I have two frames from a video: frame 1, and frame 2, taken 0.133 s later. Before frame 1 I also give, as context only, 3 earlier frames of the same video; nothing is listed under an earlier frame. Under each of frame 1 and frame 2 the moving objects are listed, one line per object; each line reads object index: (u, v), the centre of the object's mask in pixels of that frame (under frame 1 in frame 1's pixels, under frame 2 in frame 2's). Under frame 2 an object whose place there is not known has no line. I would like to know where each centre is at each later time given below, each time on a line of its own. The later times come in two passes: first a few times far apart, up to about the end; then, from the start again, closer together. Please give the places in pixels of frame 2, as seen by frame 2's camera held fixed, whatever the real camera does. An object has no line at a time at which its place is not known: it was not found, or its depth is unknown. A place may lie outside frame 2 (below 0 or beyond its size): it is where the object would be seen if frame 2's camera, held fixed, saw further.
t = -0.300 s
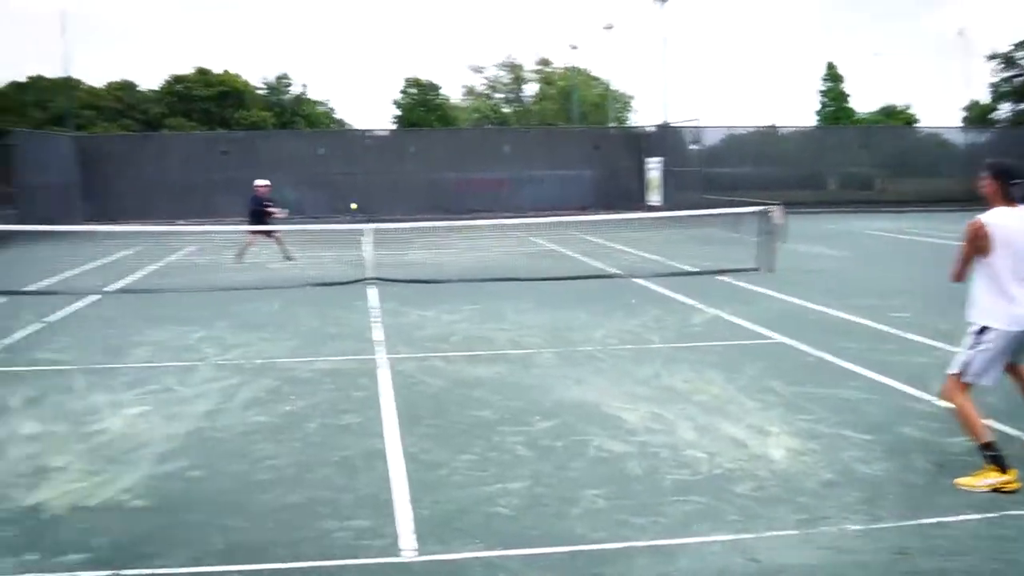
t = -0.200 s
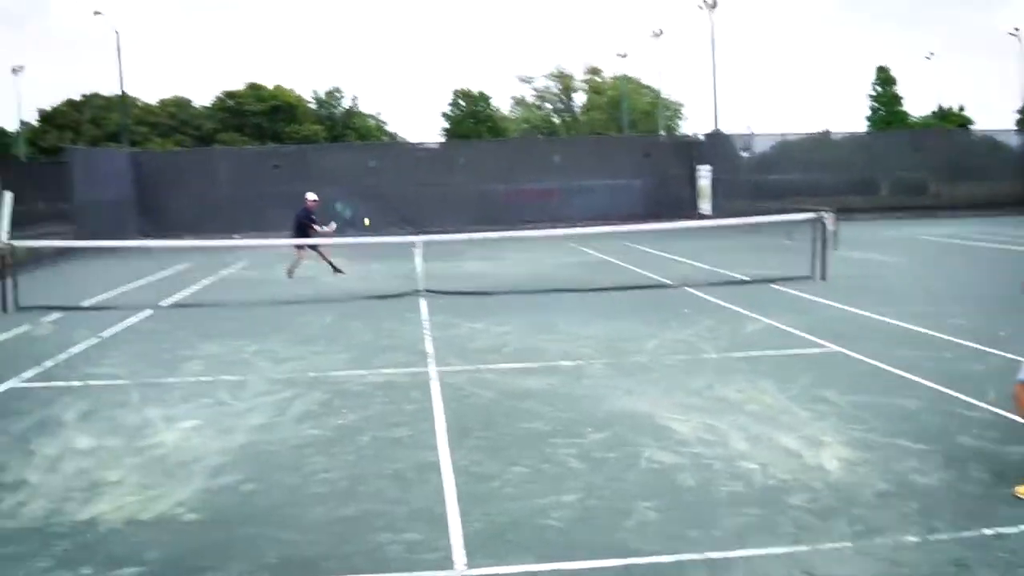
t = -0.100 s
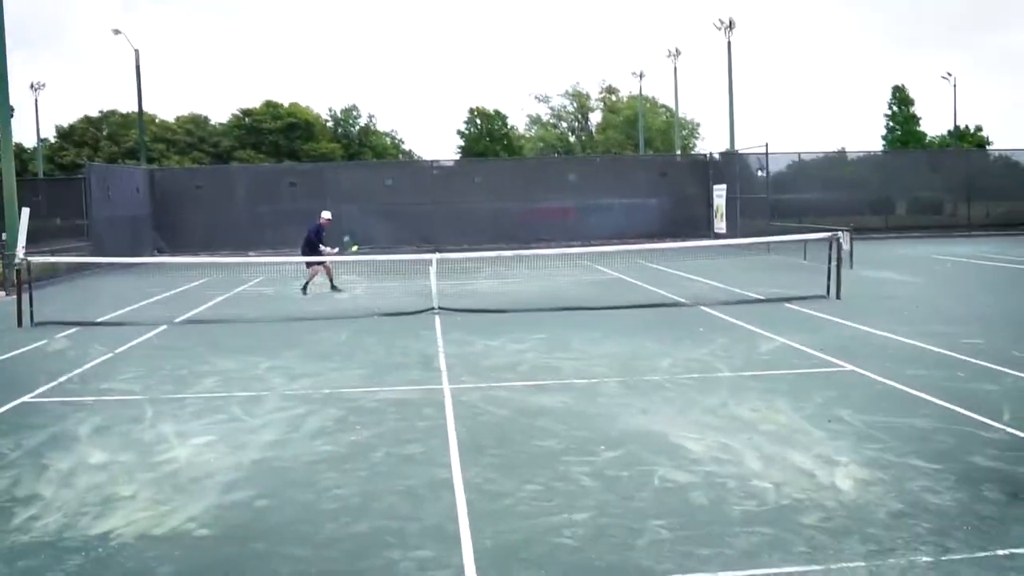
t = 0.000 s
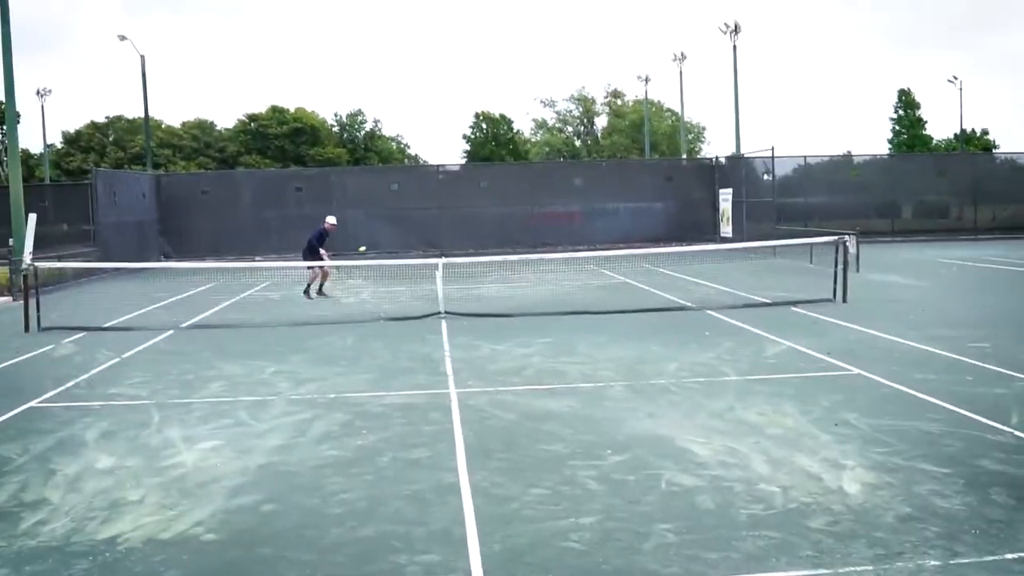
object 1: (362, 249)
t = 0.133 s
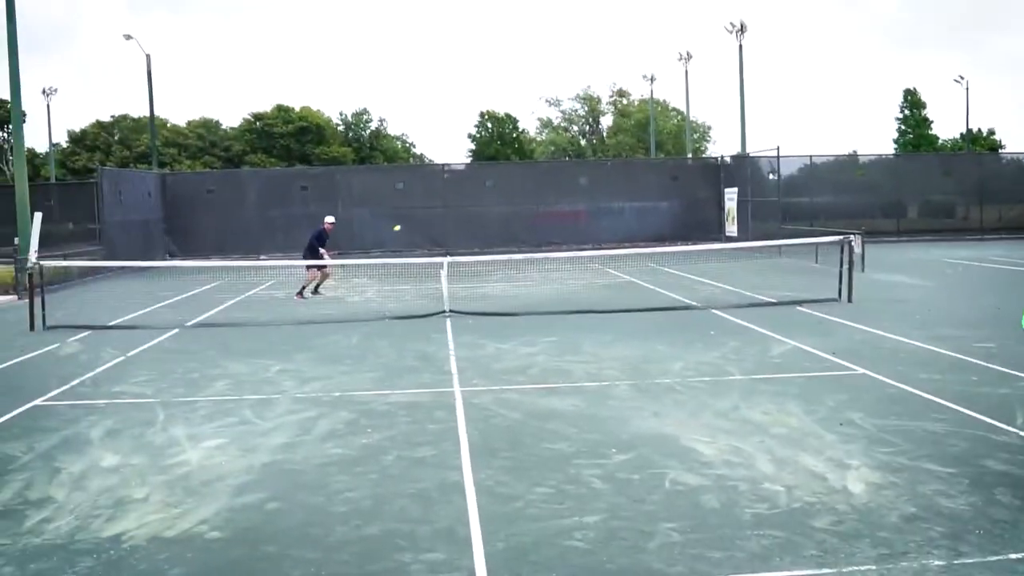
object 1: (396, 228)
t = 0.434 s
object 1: (492, 210)
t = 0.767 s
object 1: (670, 273)
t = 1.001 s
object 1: (922, 450)
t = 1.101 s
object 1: (1019, 458)
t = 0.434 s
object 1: (492, 210)
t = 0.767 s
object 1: (670, 273)
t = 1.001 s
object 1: (922, 450)
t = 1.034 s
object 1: (970, 484)
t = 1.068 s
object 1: (994, 471)
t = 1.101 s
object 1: (1019, 458)
